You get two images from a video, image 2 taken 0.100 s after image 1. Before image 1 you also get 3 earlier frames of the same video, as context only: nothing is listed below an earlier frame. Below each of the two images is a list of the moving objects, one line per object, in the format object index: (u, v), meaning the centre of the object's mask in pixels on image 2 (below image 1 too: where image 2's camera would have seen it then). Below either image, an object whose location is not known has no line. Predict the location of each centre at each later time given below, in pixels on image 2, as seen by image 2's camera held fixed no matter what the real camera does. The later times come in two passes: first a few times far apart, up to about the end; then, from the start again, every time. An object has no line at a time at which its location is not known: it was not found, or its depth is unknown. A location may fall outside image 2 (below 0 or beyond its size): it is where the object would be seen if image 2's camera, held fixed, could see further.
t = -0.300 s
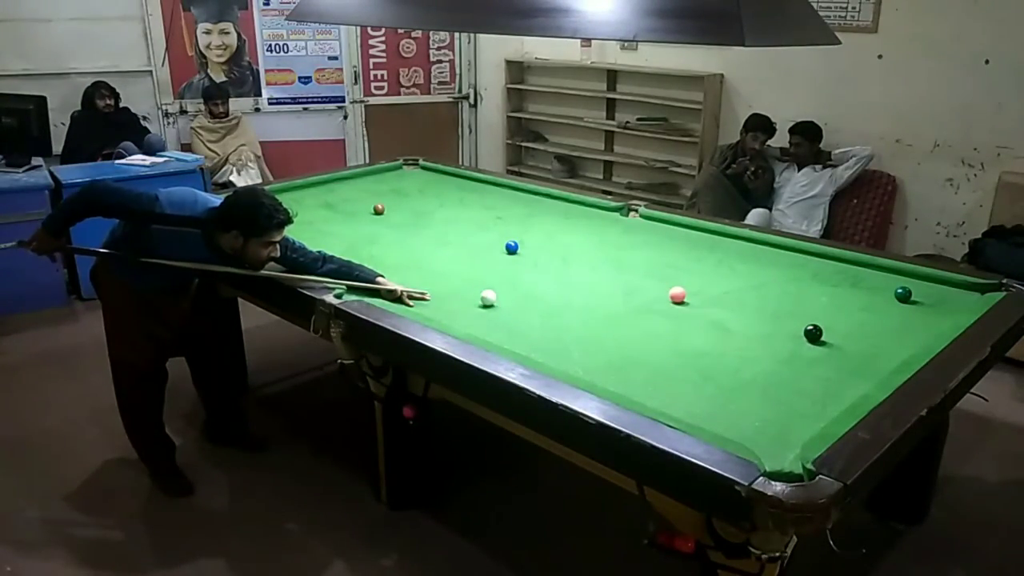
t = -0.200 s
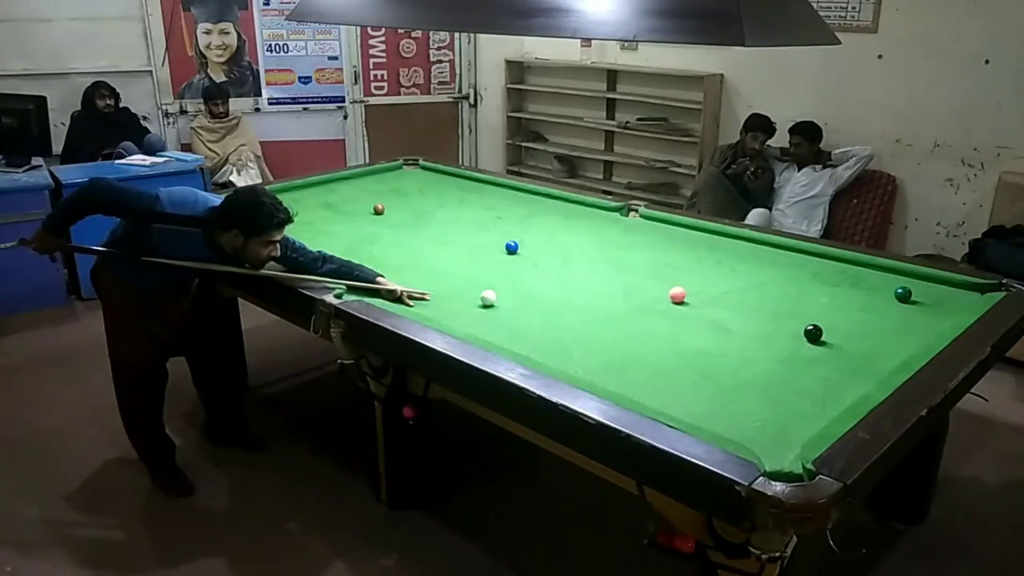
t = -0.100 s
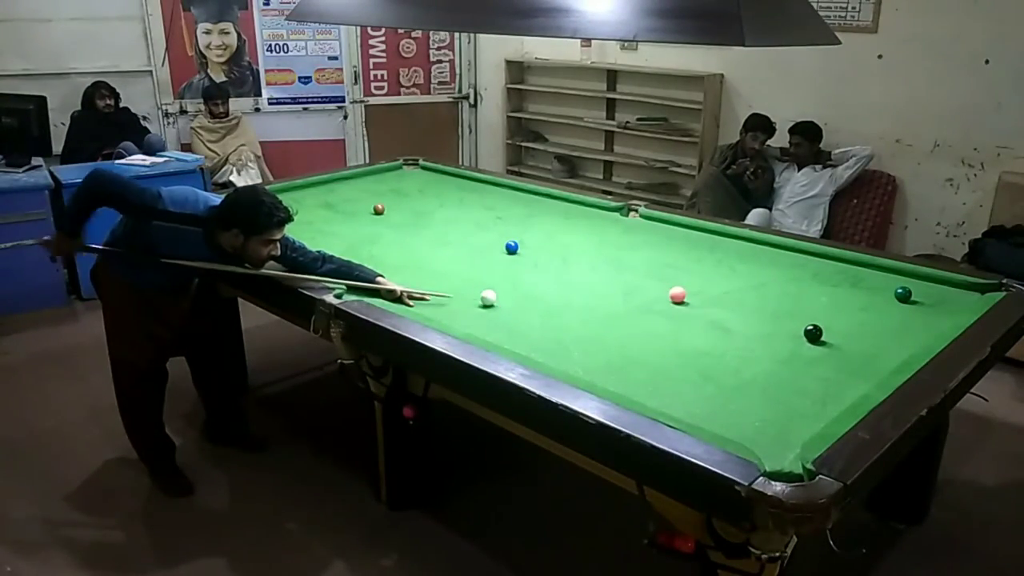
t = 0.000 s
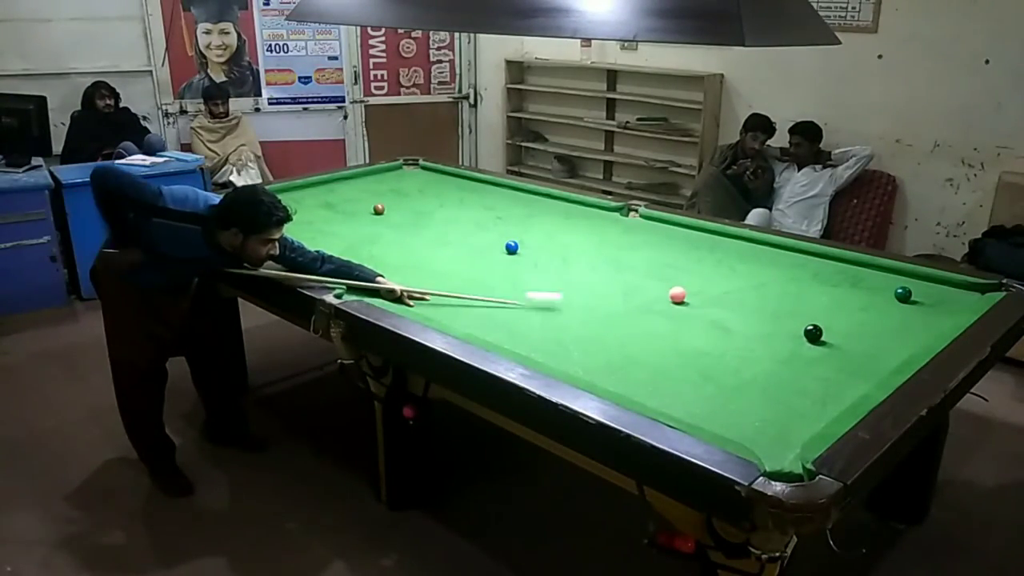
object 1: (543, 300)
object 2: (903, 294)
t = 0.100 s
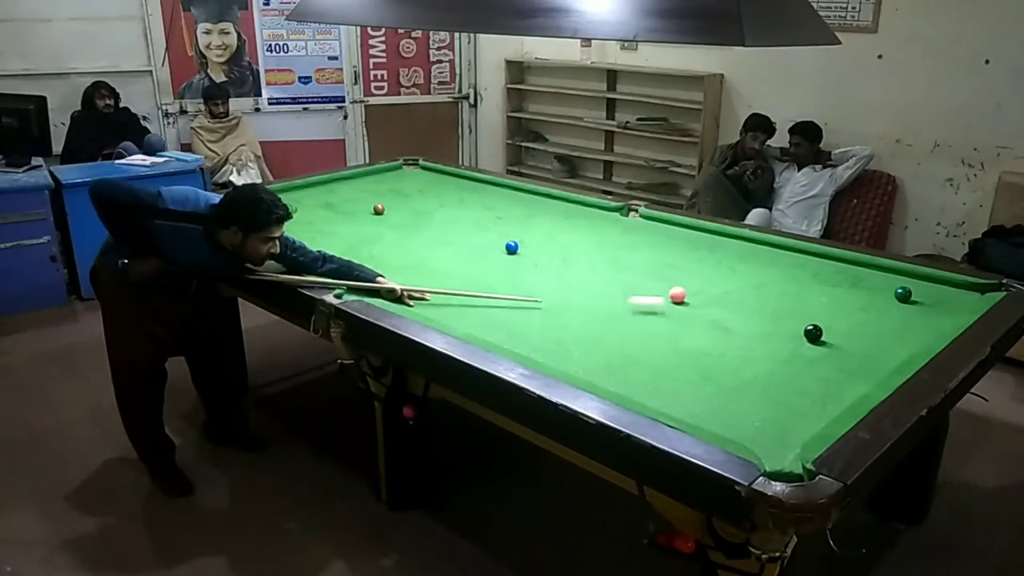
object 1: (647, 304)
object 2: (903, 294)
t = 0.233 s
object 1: (774, 309)
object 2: (903, 294)
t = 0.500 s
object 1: (935, 310)
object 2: (903, 294)
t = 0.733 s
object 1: (894, 297)
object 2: (884, 281)
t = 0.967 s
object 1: (869, 290)
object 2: (862, 266)
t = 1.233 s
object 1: (843, 284)
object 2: (830, 265)
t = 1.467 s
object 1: (823, 278)
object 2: (802, 265)
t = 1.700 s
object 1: (806, 274)
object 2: (777, 265)
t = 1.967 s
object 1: (789, 269)
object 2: (751, 264)
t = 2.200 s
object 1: (776, 265)
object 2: (729, 265)
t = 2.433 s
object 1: (765, 262)
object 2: (710, 264)
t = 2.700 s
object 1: (756, 259)
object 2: (691, 263)
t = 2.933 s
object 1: (748, 256)
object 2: (676, 263)
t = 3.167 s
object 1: (743, 254)
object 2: (662, 262)
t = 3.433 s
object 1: (738, 253)
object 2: (650, 262)
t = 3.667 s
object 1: (735, 252)
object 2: (640, 261)
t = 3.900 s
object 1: (734, 251)
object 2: (633, 261)
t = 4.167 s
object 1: (733, 251)
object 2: (627, 260)
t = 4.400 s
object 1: (733, 251)
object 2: (624, 260)
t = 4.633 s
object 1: (733, 251)
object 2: (623, 260)
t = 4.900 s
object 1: (733, 251)
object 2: (623, 260)
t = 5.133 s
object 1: (733, 251)
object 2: (623, 260)
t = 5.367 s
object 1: (733, 251)
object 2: (623, 260)
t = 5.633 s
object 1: (733, 251)
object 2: (623, 260)
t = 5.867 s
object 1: (733, 251)
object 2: (623, 260)
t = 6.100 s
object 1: (733, 251)
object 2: (623, 260)
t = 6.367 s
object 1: (733, 251)
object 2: (623, 260)
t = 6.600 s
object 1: (733, 251)
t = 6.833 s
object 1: (733, 251)
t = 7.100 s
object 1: (733, 251)
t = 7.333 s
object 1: (733, 251)
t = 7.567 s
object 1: (733, 251)
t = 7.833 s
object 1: (733, 251)
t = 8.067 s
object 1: (733, 251)
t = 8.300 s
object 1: (733, 251)
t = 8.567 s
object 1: (733, 251)
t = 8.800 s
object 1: (733, 251)
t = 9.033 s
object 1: (733, 251)
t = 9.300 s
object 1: (733, 251)
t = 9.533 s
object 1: (733, 251)
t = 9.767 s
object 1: (733, 251)
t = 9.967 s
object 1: (733, 251)
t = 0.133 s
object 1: (681, 306)
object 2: (903, 294)
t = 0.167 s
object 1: (714, 306)
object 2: (903, 294)
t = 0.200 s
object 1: (743, 307)
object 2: (903, 294)
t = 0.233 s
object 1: (774, 309)
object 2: (903, 294)
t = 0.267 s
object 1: (804, 311)
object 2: (903, 294)
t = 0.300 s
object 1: (831, 312)
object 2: (903, 294)
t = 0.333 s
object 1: (857, 314)
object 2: (903, 294)
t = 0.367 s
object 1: (884, 314)
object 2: (903, 294)
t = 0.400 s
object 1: (907, 315)
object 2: (903, 294)
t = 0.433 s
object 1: (930, 316)
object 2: (903, 294)
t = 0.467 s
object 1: (944, 314)
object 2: (903, 294)
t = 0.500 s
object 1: (935, 310)
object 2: (903, 294)
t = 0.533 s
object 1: (924, 306)
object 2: (903, 294)
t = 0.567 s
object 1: (915, 301)
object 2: (901, 293)
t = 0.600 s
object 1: (910, 300)
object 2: (898, 291)
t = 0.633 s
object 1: (907, 300)
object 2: (895, 289)
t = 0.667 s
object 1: (902, 299)
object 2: (891, 285)
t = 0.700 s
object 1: (898, 298)
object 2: (887, 283)
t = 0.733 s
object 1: (894, 297)
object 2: (884, 281)
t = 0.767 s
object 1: (890, 296)
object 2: (881, 279)
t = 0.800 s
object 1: (887, 295)
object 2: (877, 277)
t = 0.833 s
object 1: (883, 294)
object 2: (874, 274)
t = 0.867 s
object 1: (879, 293)
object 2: (871, 272)
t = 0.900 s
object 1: (876, 292)
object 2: (868, 270)
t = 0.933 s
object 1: (872, 291)
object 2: (865, 268)
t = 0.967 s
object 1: (869, 290)
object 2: (862, 266)
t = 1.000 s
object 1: (865, 290)
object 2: (859, 265)
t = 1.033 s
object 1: (862, 289)
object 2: (854, 265)
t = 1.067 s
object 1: (859, 288)
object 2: (850, 265)
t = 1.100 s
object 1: (856, 287)
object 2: (845, 265)
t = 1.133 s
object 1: (852, 286)
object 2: (842, 265)
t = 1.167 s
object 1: (849, 285)
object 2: (838, 264)
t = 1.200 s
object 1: (846, 284)
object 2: (833, 264)
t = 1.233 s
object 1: (843, 284)
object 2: (830, 265)
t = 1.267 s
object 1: (840, 283)
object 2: (826, 264)
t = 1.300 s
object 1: (837, 282)
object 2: (821, 265)
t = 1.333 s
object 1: (834, 281)
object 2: (818, 265)
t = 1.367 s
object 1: (832, 281)
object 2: (814, 264)
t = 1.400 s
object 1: (829, 280)
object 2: (810, 264)
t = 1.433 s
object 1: (826, 279)
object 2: (807, 265)
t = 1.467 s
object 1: (823, 278)
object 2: (802, 265)
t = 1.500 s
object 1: (820, 278)
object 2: (798, 265)
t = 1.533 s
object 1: (818, 277)
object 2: (795, 265)
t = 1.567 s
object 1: (815, 276)
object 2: (791, 265)
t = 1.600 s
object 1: (813, 276)
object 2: (788, 265)
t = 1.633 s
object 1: (810, 275)
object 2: (784, 265)
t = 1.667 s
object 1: (808, 274)
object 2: (781, 265)
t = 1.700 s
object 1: (806, 274)
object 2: (777, 265)
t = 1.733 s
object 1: (803, 273)
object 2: (774, 265)
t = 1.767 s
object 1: (801, 272)
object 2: (771, 265)
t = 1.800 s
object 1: (799, 272)
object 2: (767, 265)
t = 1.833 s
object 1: (797, 271)
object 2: (764, 265)
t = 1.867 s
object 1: (795, 271)
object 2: (761, 265)
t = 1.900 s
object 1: (793, 270)
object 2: (757, 264)
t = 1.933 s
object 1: (791, 269)
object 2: (754, 265)
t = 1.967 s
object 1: (789, 269)
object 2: (751, 264)
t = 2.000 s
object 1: (787, 268)
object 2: (747, 265)
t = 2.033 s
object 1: (785, 268)
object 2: (744, 265)
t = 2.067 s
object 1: (783, 267)
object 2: (741, 265)
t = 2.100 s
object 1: (781, 267)
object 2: (738, 264)
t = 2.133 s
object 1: (780, 266)
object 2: (735, 264)
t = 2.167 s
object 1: (778, 266)
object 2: (733, 264)
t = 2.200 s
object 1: (776, 265)
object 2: (729, 265)
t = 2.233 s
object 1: (774, 265)
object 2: (727, 264)
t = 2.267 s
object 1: (773, 264)
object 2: (724, 264)
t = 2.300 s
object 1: (771, 264)
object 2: (721, 264)
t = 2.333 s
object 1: (770, 263)
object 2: (718, 264)
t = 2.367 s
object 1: (768, 263)
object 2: (716, 264)
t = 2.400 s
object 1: (767, 262)
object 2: (713, 264)
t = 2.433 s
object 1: (765, 262)
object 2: (710, 264)
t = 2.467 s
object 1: (764, 262)
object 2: (708, 264)
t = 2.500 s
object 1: (763, 261)
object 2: (705, 264)
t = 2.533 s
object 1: (762, 261)
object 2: (703, 264)
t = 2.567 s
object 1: (760, 260)
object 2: (700, 264)
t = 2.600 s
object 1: (759, 260)
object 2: (698, 264)
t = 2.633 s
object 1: (758, 259)
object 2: (695, 264)
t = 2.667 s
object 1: (757, 259)
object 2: (693, 264)
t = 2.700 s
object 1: (756, 259)
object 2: (691, 263)
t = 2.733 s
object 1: (755, 258)
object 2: (688, 263)
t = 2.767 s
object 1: (754, 258)
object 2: (686, 263)
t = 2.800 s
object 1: (752, 258)
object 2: (684, 263)
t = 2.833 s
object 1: (751, 257)
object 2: (682, 263)
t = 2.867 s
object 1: (750, 257)
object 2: (680, 263)
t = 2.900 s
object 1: (750, 257)
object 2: (678, 263)
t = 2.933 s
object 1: (748, 256)
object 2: (676, 263)
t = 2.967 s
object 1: (748, 256)
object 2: (674, 263)
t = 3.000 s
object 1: (747, 256)
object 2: (672, 263)
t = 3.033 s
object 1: (746, 255)
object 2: (670, 263)
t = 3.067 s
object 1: (745, 255)
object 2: (668, 263)
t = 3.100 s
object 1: (744, 255)
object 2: (666, 263)
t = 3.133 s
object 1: (744, 255)
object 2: (664, 262)
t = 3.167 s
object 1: (743, 254)
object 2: (662, 262)
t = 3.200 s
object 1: (742, 254)
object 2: (661, 262)
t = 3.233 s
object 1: (742, 254)
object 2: (659, 262)
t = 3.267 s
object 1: (741, 254)
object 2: (657, 262)
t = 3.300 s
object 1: (740, 253)
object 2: (656, 262)
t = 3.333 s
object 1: (740, 253)
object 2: (654, 262)
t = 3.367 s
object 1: (739, 253)
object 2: (653, 262)
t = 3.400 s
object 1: (739, 253)
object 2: (651, 262)
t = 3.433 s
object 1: (738, 253)
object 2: (650, 262)
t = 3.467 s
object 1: (738, 253)
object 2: (648, 262)
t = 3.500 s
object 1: (737, 252)
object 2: (647, 262)
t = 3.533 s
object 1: (737, 252)
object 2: (645, 262)
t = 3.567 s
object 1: (736, 252)
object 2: (644, 261)
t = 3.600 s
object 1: (736, 252)
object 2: (643, 261)
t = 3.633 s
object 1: (736, 252)
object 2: (642, 261)
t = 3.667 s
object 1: (735, 252)
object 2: (640, 261)
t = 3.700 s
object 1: (735, 252)
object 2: (639, 261)
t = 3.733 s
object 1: (735, 252)
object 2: (638, 261)
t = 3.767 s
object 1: (734, 252)
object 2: (637, 261)
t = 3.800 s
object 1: (734, 252)
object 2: (636, 261)
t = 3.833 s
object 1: (734, 251)
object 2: (635, 261)
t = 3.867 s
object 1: (734, 251)
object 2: (634, 261)
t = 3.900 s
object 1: (734, 251)
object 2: (633, 261)
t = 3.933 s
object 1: (734, 251)
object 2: (632, 261)
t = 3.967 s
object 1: (733, 251)
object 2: (631, 261)
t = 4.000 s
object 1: (733, 251)
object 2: (631, 261)
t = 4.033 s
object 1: (733, 251)
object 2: (630, 261)
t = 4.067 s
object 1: (733, 251)
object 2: (629, 260)
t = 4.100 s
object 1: (733, 251)
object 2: (629, 260)
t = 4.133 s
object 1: (733, 251)
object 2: (628, 260)
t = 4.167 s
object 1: (733, 251)
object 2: (627, 260)
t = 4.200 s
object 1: (733, 251)
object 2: (626, 260)
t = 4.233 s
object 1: (733, 251)
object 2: (626, 260)
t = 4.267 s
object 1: (733, 251)
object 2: (626, 260)
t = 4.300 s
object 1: (733, 251)
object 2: (625, 260)
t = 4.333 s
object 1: (733, 251)
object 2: (625, 260)
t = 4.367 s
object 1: (733, 251)
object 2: (624, 260)
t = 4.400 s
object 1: (733, 251)
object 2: (624, 260)
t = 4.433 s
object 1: (733, 251)
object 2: (624, 260)
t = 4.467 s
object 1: (733, 251)
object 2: (623, 260)
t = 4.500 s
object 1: (733, 251)
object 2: (623, 260)
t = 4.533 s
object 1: (733, 251)
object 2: (623, 260)
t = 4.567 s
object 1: (733, 251)
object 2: (623, 260)
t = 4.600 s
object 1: (733, 251)
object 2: (623, 260)
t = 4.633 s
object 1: (733, 251)
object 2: (623, 260)
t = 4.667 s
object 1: (733, 251)
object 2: (623, 260)
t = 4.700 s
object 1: (733, 251)
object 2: (623, 260)
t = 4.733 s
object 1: (733, 251)
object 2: (623, 260)
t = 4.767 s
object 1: (733, 251)
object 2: (623, 260)
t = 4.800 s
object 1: (733, 251)
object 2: (623, 260)
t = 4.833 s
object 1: (733, 251)
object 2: (623, 260)
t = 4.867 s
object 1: (733, 251)
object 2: (623, 260)
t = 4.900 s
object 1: (733, 251)
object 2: (623, 260)
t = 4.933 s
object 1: (733, 251)
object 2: (623, 260)
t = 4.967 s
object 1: (733, 251)
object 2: (623, 260)
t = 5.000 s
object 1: (733, 251)
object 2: (623, 260)
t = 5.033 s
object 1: (733, 251)
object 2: (623, 260)
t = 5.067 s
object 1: (733, 251)
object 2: (623, 260)
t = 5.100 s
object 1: (733, 251)
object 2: (623, 260)
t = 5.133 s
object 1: (733, 251)
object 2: (623, 260)
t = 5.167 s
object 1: (733, 251)
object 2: (623, 260)
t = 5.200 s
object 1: (733, 251)
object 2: (623, 260)
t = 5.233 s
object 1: (733, 251)
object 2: (623, 260)
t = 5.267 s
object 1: (733, 251)
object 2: (623, 260)
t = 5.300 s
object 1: (733, 251)
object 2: (623, 260)
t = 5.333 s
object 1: (733, 251)
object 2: (623, 260)
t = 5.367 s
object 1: (733, 251)
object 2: (623, 260)
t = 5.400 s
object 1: (733, 251)
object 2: (623, 260)
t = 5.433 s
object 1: (733, 251)
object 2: (623, 260)
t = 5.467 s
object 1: (733, 251)
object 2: (623, 260)
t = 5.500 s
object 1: (733, 251)
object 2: (623, 260)
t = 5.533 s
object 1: (733, 251)
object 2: (623, 260)
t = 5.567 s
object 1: (733, 251)
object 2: (623, 260)
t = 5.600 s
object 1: (733, 251)
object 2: (623, 260)
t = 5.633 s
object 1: (733, 251)
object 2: (623, 260)
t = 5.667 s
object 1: (733, 251)
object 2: (623, 260)
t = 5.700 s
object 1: (733, 251)
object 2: (623, 260)
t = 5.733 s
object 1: (733, 251)
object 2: (623, 260)
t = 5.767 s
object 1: (733, 251)
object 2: (623, 260)
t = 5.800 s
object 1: (733, 251)
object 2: (623, 260)
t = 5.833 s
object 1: (733, 251)
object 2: (623, 260)
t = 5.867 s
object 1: (733, 251)
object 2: (623, 260)
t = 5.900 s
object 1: (733, 251)
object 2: (623, 260)
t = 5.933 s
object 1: (733, 251)
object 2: (623, 260)
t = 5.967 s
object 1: (733, 251)
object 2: (623, 260)
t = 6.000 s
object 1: (733, 251)
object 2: (623, 260)
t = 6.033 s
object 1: (733, 251)
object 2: (623, 260)
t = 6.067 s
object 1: (733, 251)
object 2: (623, 260)
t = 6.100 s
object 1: (733, 251)
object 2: (623, 260)
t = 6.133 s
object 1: (733, 251)
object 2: (623, 260)
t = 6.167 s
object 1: (733, 251)
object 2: (623, 260)
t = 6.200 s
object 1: (733, 251)
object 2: (623, 260)
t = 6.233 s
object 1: (733, 251)
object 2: (623, 260)
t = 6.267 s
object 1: (733, 251)
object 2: (623, 260)
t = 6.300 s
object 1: (733, 251)
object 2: (623, 260)
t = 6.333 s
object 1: (733, 251)
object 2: (623, 260)
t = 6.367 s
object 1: (733, 251)
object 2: (623, 260)
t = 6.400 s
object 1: (733, 251)
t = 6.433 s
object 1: (733, 251)
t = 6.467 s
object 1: (733, 251)
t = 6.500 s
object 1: (733, 251)
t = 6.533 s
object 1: (733, 251)
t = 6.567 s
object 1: (733, 251)
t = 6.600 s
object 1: (733, 251)
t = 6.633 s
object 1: (733, 251)
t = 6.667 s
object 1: (733, 251)
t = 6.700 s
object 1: (733, 251)
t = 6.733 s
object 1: (733, 251)
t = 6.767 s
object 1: (733, 251)
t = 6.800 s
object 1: (733, 251)
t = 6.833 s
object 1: (733, 251)
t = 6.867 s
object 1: (733, 251)
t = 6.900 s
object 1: (733, 251)
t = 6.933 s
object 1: (733, 251)
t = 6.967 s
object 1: (733, 251)
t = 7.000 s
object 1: (733, 251)
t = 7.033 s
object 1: (733, 251)
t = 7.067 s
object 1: (733, 251)
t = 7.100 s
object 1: (733, 251)
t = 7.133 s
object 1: (733, 251)
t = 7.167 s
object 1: (733, 251)
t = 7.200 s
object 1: (733, 251)
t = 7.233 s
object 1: (732, 251)
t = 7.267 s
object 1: (733, 251)
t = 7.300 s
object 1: (733, 251)
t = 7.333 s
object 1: (733, 251)
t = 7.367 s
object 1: (733, 251)
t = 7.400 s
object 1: (733, 251)
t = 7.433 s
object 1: (733, 251)
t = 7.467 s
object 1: (733, 251)
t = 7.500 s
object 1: (733, 251)
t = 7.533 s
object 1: (733, 251)
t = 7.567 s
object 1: (733, 251)
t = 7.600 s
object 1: (733, 251)
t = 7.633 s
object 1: (733, 251)
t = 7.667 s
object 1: (733, 251)
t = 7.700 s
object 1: (733, 251)
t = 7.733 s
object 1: (733, 251)
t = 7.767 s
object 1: (733, 251)
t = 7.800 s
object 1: (733, 251)
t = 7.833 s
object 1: (733, 251)
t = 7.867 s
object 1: (733, 251)
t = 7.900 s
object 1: (733, 251)
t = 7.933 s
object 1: (733, 251)
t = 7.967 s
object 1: (733, 251)
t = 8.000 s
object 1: (733, 251)
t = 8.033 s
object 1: (733, 251)
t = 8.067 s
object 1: (733, 251)
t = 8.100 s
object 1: (733, 251)
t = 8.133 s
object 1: (733, 251)
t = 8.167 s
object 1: (733, 251)
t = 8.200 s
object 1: (733, 251)
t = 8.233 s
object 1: (733, 251)
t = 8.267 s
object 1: (733, 251)
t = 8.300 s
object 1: (733, 251)
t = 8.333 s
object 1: (733, 251)
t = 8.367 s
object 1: (733, 251)
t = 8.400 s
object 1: (733, 251)
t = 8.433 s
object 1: (733, 251)
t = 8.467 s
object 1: (733, 251)
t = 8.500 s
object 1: (733, 251)
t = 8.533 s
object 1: (733, 251)
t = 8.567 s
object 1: (733, 251)
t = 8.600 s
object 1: (733, 251)
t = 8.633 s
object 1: (733, 251)
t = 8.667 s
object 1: (733, 251)
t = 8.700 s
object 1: (733, 251)
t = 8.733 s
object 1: (733, 251)
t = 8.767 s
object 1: (733, 251)
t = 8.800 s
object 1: (733, 251)
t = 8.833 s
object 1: (733, 251)
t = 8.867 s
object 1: (733, 251)
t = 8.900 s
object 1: (733, 251)
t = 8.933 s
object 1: (733, 251)
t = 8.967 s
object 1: (733, 251)
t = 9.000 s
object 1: (733, 251)
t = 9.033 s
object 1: (733, 251)
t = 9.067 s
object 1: (733, 251)
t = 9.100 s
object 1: (733, 251)
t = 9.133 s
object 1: (733, 251)
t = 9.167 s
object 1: (733, 251)
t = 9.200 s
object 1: (733, 251)
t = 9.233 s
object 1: (733, 251)
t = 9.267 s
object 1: (733, 251)
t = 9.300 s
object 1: (733, 251)
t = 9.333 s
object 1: (733, 251)
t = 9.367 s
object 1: (733, 251)
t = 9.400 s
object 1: (733, 251)
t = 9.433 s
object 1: (733, 251)
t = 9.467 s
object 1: (733, 251)
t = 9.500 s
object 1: (733, 251)
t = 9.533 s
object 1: (733, 251)
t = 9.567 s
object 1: (733, 251)
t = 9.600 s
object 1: (733, 251)
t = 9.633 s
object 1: (733, 251)
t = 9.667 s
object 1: (733, 251)
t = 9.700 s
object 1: (733, 251)
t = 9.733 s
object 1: (733, 251)
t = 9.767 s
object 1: (733, 251)
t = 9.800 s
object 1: (733, 251)
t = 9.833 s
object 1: (733, 251)
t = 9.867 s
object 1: (733, 251)
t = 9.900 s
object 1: (733, 251)
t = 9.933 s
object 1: (733, 251)
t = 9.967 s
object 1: (733, 251)
